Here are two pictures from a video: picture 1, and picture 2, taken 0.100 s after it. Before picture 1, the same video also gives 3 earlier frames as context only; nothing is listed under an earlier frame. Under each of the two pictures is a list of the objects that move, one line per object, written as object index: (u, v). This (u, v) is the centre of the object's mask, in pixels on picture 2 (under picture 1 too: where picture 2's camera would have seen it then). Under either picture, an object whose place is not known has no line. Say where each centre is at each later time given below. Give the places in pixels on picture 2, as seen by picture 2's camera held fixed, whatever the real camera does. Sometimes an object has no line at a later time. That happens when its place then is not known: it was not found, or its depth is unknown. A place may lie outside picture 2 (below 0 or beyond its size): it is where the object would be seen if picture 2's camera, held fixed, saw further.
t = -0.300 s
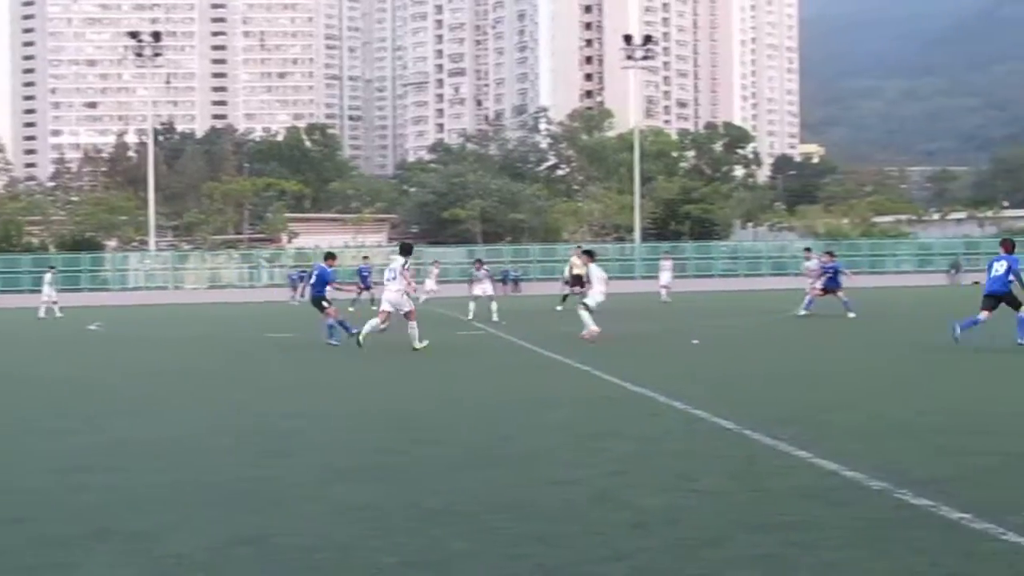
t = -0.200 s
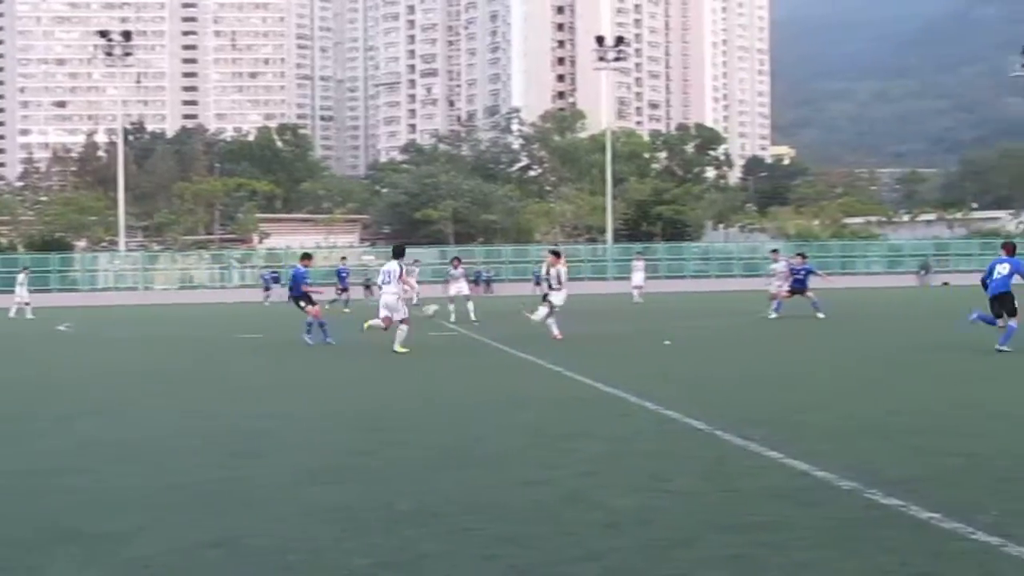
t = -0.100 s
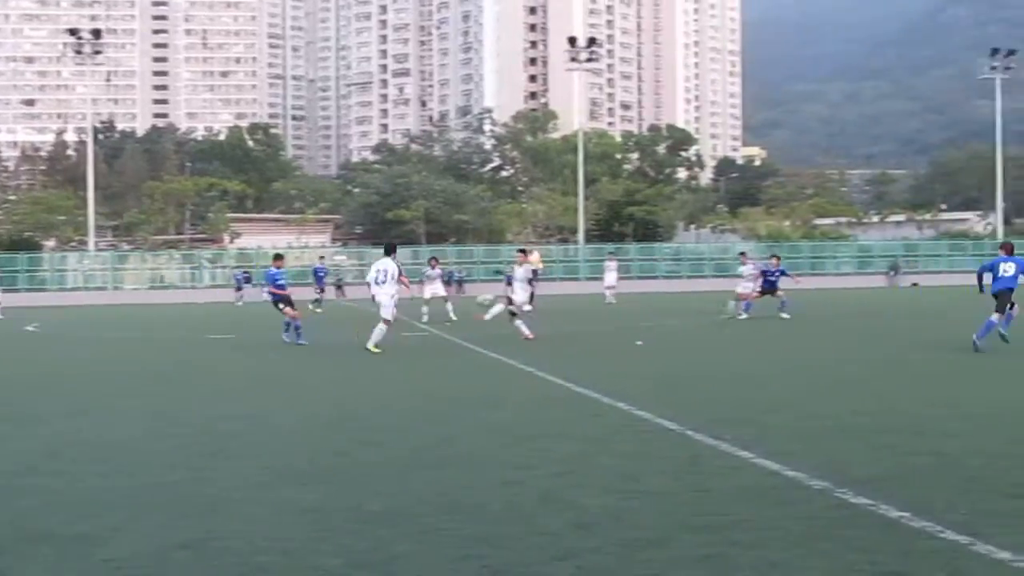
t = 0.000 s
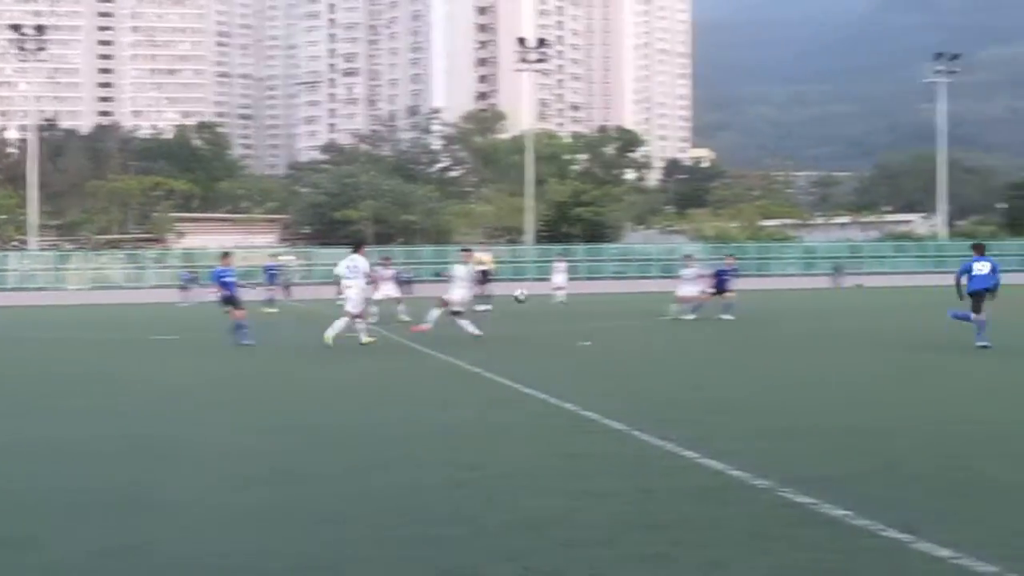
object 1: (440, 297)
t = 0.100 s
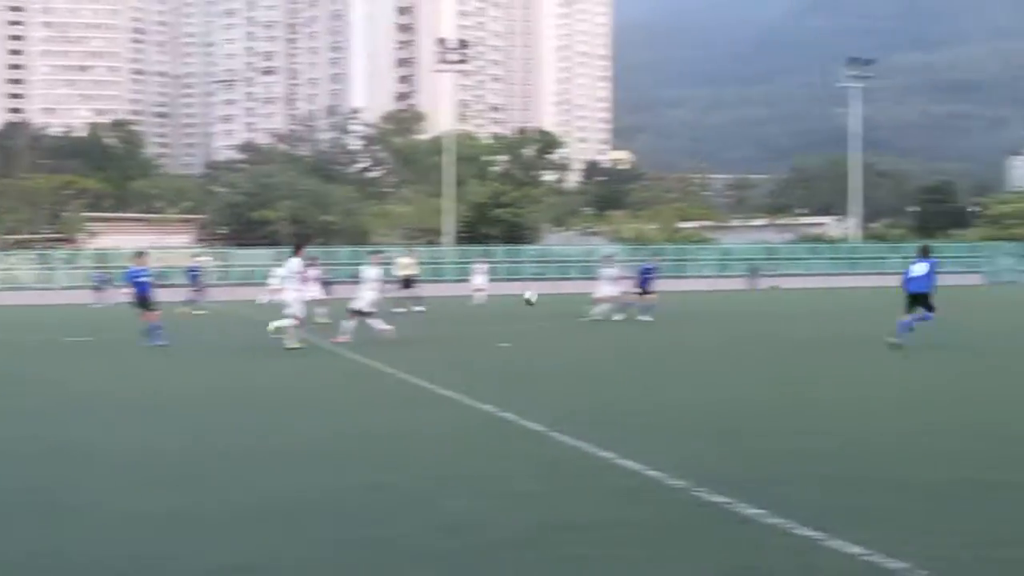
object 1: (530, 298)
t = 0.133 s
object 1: (561, 300)
